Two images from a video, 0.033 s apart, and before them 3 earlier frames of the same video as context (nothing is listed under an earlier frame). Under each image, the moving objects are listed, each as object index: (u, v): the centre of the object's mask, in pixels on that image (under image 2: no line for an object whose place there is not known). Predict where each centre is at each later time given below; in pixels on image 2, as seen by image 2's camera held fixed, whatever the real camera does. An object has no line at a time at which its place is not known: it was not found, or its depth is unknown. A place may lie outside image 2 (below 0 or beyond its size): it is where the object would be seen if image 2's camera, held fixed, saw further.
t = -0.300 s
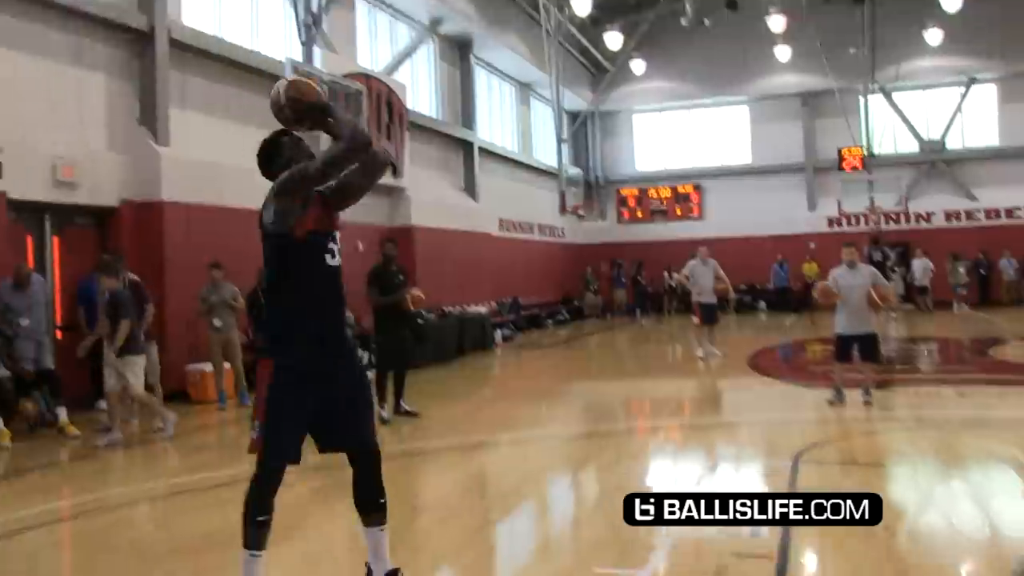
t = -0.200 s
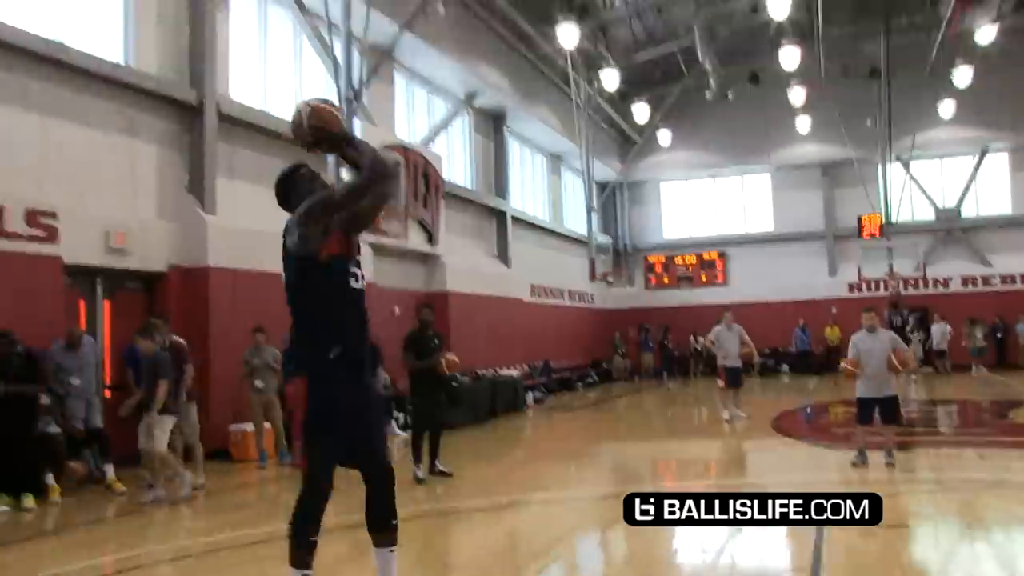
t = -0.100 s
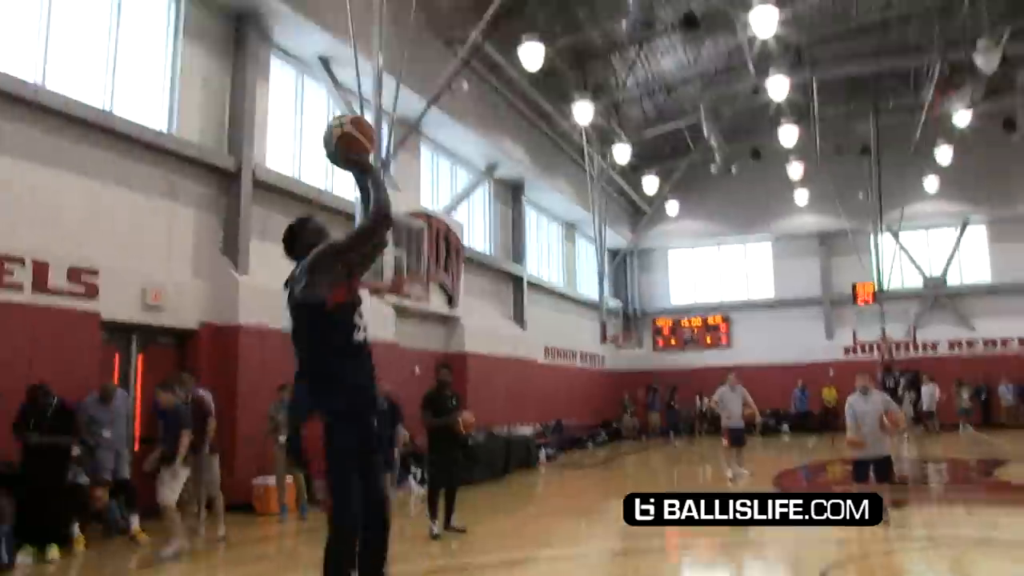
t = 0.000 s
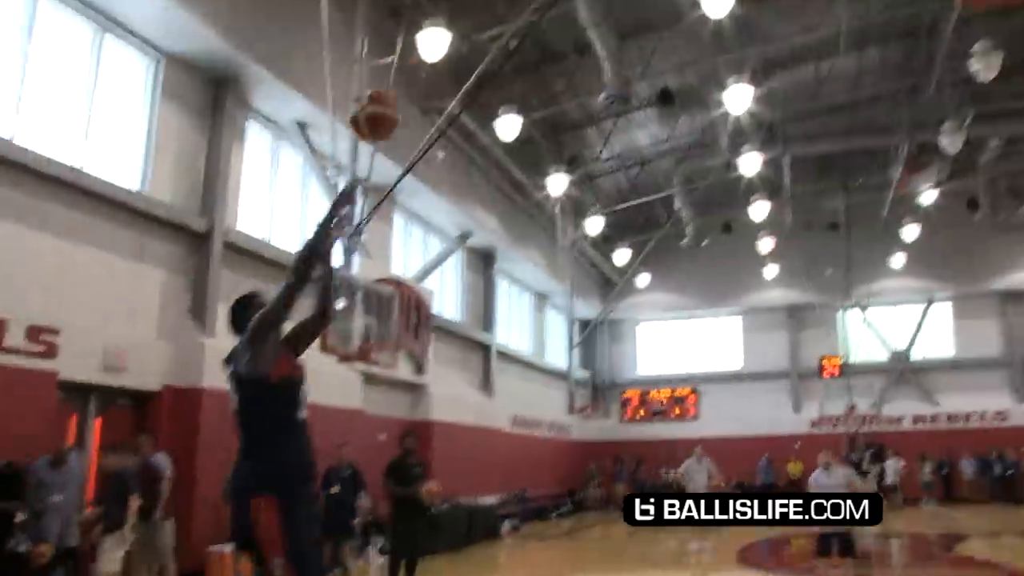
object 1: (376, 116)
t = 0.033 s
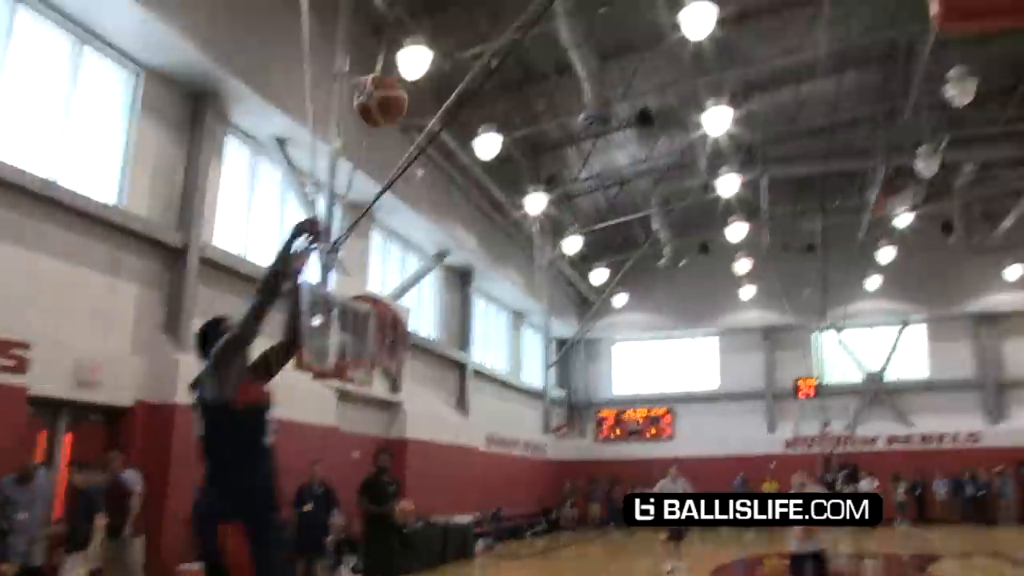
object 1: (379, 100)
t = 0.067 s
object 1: (406, 72)
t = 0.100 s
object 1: (434, 43)
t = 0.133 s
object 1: (461, 19)
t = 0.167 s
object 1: (488, -4)
